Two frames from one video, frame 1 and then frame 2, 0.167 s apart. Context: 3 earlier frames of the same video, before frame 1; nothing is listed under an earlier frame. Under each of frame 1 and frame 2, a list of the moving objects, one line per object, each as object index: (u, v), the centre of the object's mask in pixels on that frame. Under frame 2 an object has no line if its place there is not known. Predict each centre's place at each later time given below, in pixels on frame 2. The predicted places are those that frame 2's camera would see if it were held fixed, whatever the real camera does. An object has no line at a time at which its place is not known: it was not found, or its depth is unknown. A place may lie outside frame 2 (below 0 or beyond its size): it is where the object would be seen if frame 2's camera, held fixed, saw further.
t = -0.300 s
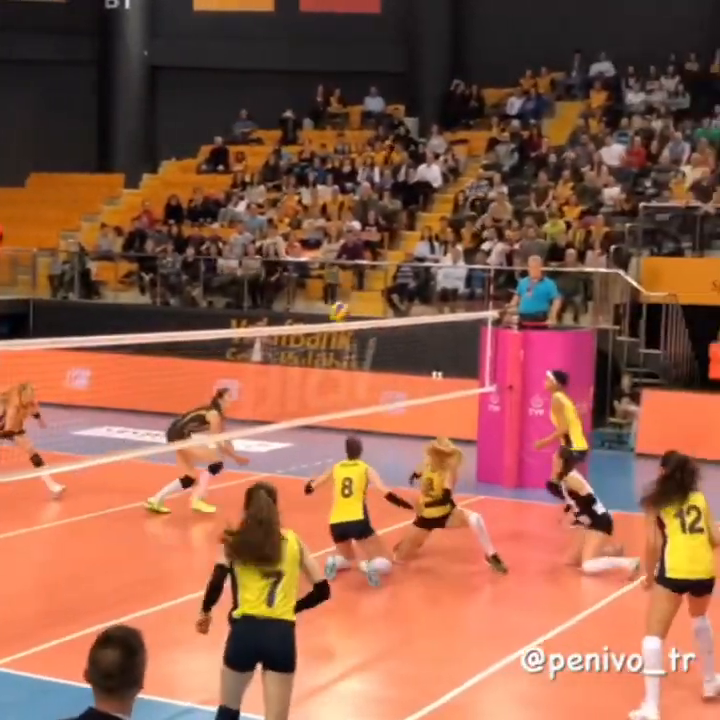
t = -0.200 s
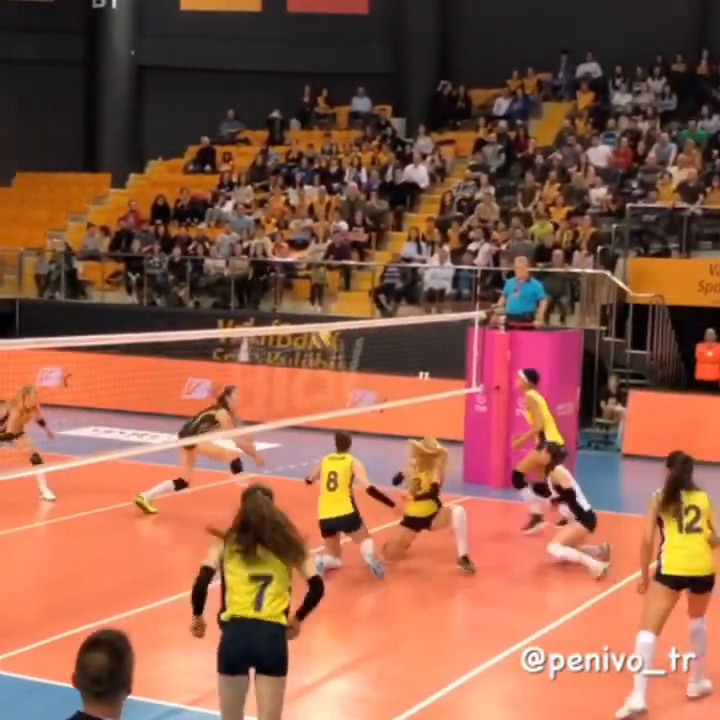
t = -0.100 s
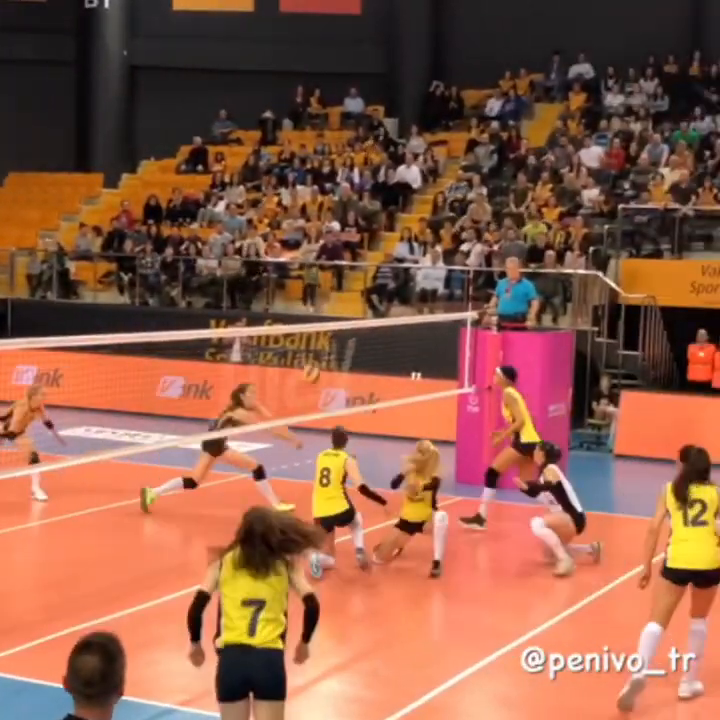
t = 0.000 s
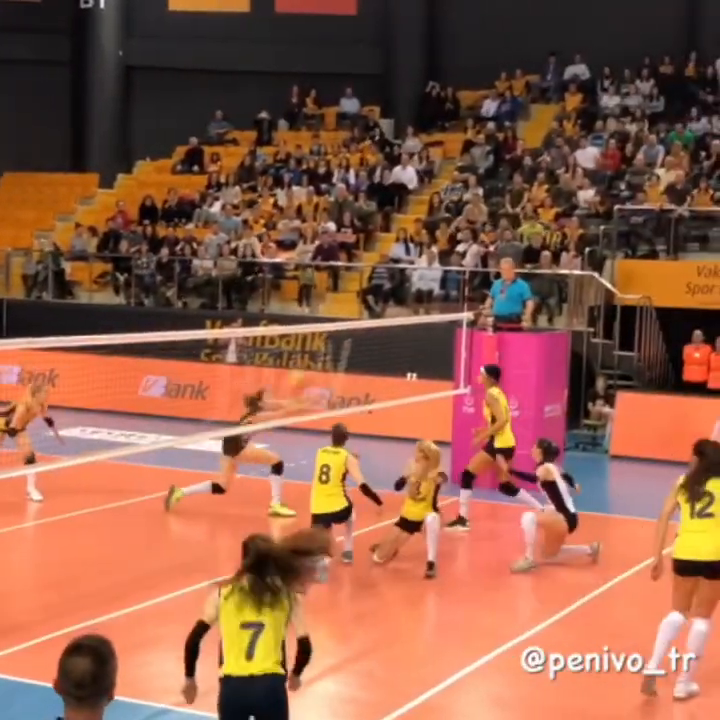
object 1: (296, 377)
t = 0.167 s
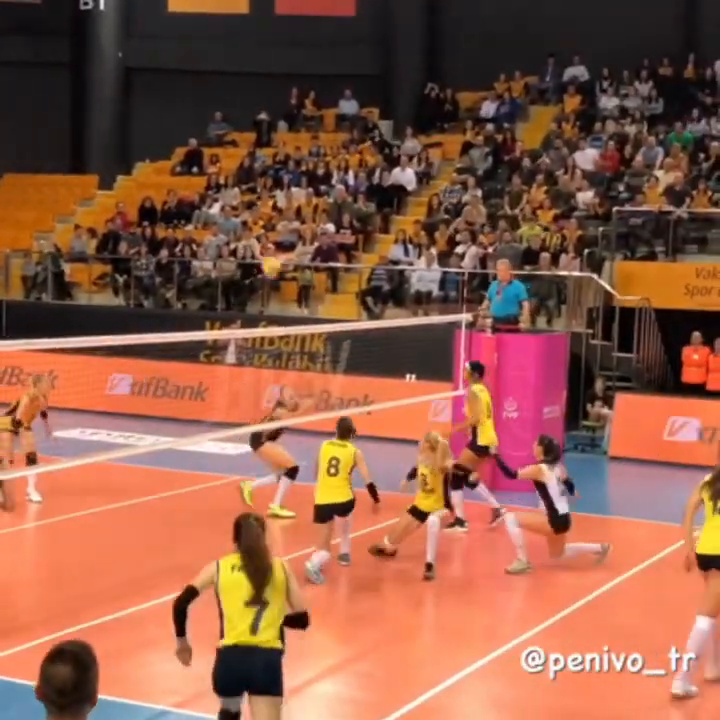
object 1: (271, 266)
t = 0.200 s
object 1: (265, 247)
